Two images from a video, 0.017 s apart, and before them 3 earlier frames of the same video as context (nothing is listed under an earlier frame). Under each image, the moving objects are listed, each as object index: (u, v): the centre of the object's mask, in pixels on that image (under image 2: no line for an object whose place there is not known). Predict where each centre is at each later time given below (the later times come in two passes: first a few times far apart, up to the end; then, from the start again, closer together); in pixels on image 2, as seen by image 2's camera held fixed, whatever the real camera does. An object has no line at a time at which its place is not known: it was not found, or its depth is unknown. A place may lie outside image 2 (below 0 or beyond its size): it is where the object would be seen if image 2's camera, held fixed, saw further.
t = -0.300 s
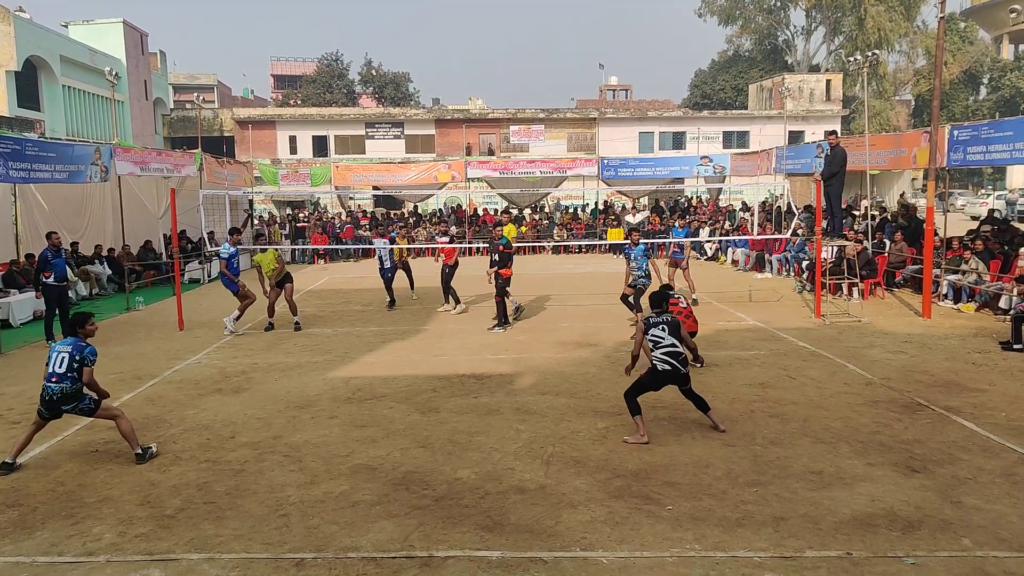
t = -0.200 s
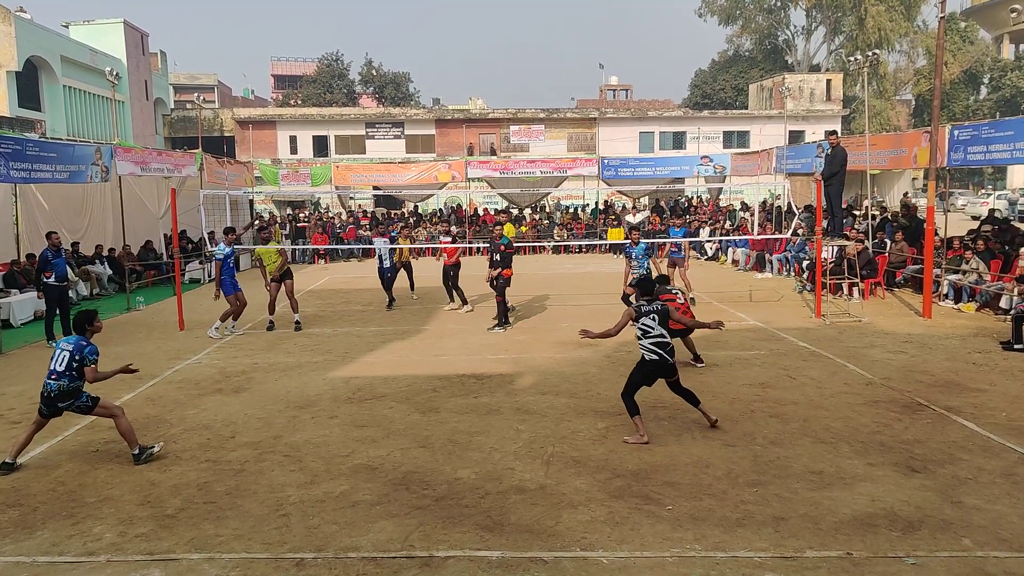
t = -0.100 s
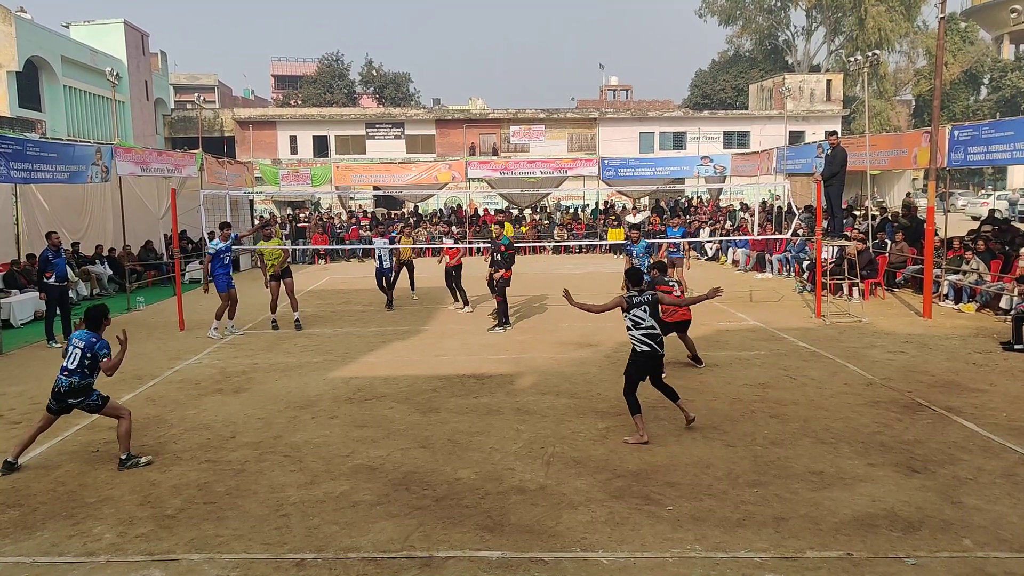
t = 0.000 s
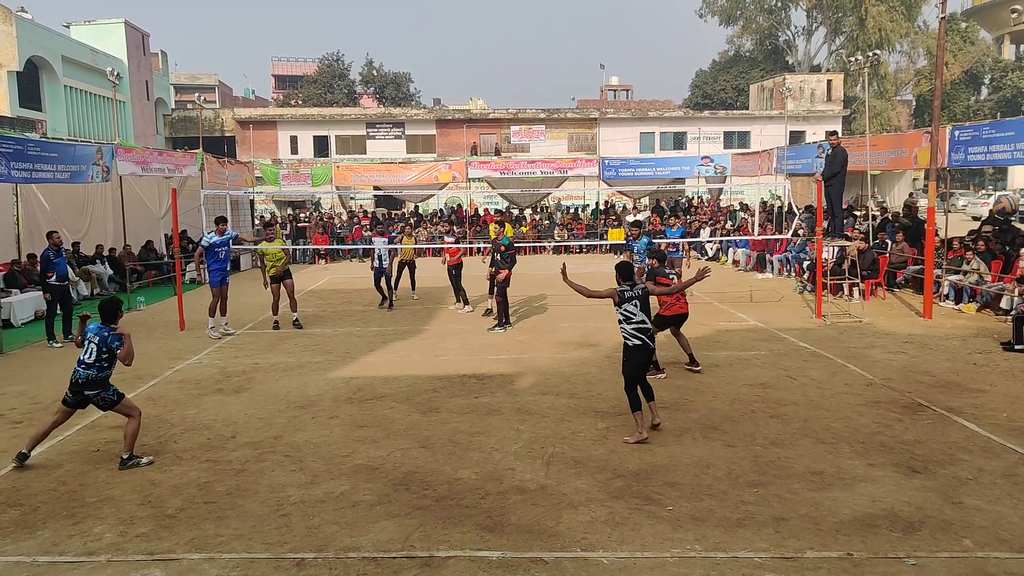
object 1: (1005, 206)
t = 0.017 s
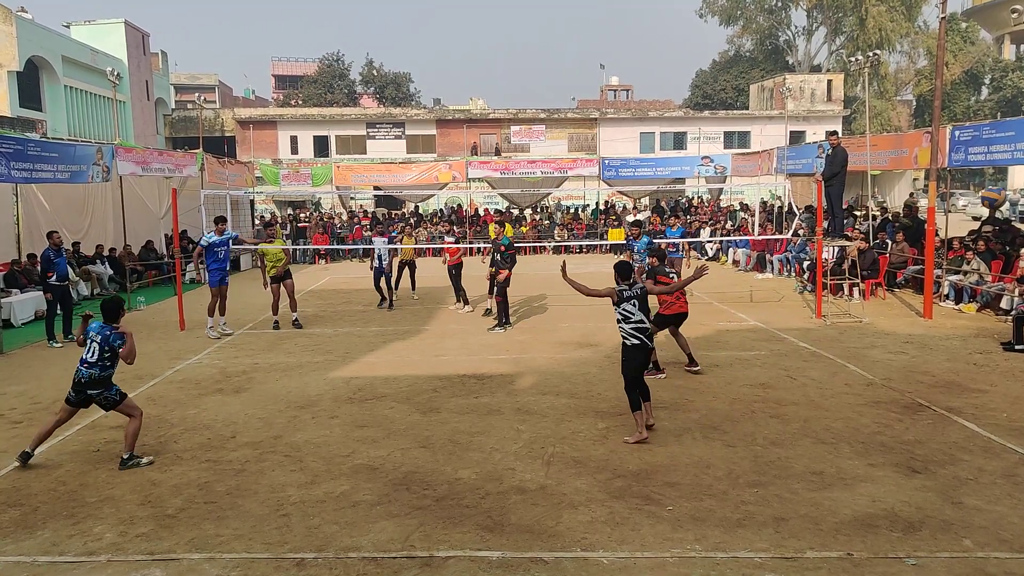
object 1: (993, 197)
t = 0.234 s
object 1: (831, 114)
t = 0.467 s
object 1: (654, 73)
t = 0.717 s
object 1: (454, 96)
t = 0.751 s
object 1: (427, 105)
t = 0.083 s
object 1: (943, 169)
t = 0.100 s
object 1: (930, 161)
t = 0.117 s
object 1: (918, 154)
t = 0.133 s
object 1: (906, 148)
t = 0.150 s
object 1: (892, 143)
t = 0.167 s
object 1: (880, 136)
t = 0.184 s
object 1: (867, 130)
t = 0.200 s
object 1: (855, 124)
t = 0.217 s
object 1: (842, 119)
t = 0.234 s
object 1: (831, 114)
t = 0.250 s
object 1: (818, 110)
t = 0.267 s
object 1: (805, 105)
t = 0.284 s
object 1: (792, 101)
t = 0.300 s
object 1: (780, 97)
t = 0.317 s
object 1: (768, 93)
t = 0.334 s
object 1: (756, 90)
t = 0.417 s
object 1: (692, 77)
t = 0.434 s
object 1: (680, 75)
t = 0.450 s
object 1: (667, 74)
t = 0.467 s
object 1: (654, 73)
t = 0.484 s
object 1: (641, 72)
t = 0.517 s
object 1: (615, 72)
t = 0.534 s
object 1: (602, 72)
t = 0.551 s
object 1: (589, 73)
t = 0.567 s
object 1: (575, 74)
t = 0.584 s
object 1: (562, 75)
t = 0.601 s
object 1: (549, 76)
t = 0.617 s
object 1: (536, 78)
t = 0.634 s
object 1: (523, 80)
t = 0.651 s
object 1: (509, 83)
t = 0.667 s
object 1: (495, 86)
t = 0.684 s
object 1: (481, 89)
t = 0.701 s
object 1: (468, 92)
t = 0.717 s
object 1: (454, 96)
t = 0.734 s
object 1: (441, 100)
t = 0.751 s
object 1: (427, 105)
